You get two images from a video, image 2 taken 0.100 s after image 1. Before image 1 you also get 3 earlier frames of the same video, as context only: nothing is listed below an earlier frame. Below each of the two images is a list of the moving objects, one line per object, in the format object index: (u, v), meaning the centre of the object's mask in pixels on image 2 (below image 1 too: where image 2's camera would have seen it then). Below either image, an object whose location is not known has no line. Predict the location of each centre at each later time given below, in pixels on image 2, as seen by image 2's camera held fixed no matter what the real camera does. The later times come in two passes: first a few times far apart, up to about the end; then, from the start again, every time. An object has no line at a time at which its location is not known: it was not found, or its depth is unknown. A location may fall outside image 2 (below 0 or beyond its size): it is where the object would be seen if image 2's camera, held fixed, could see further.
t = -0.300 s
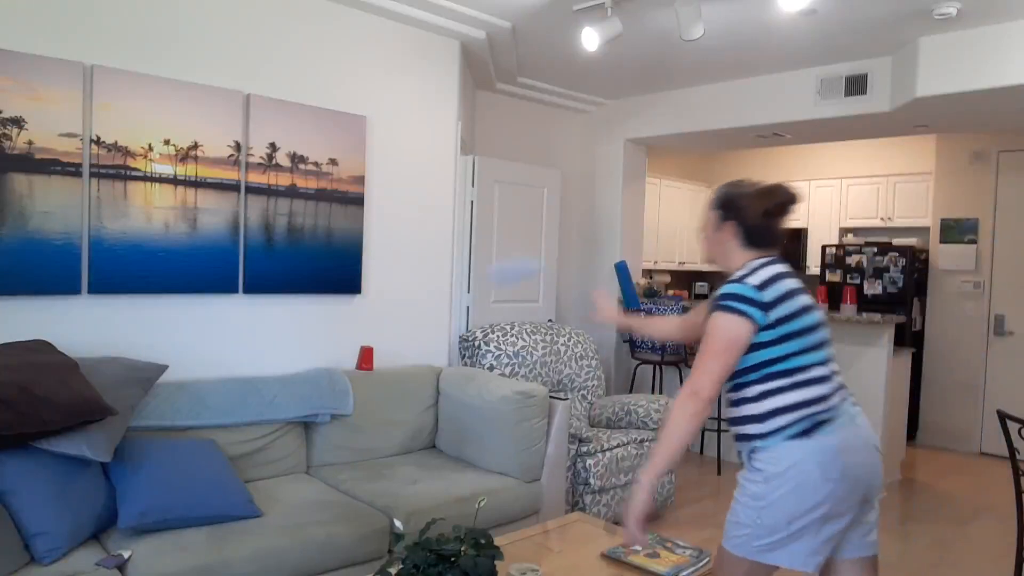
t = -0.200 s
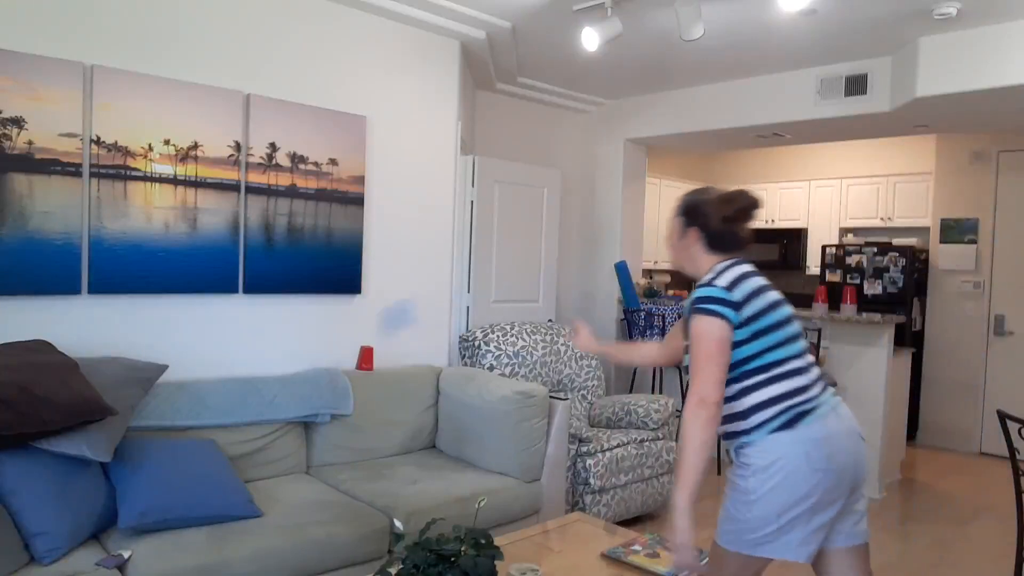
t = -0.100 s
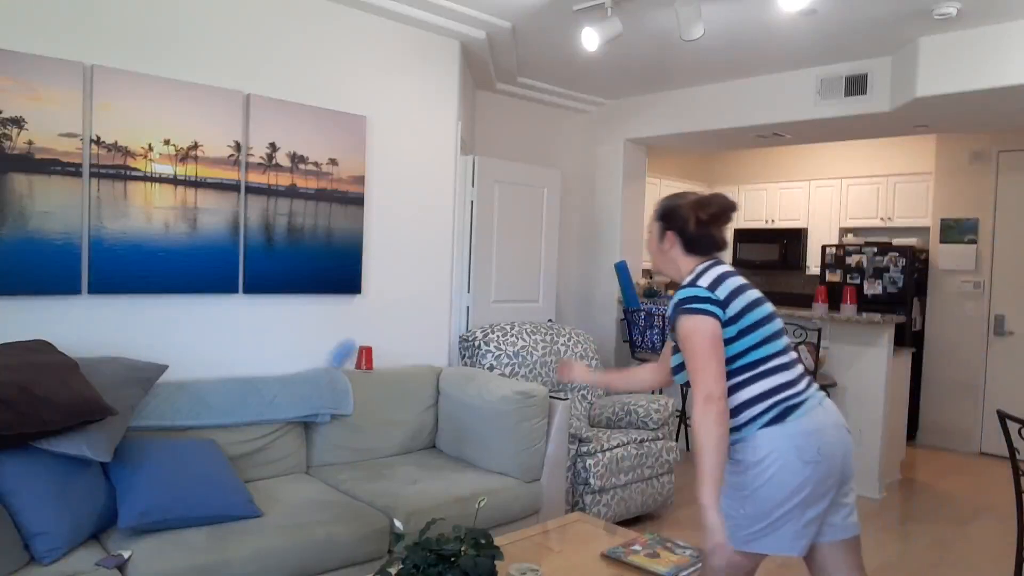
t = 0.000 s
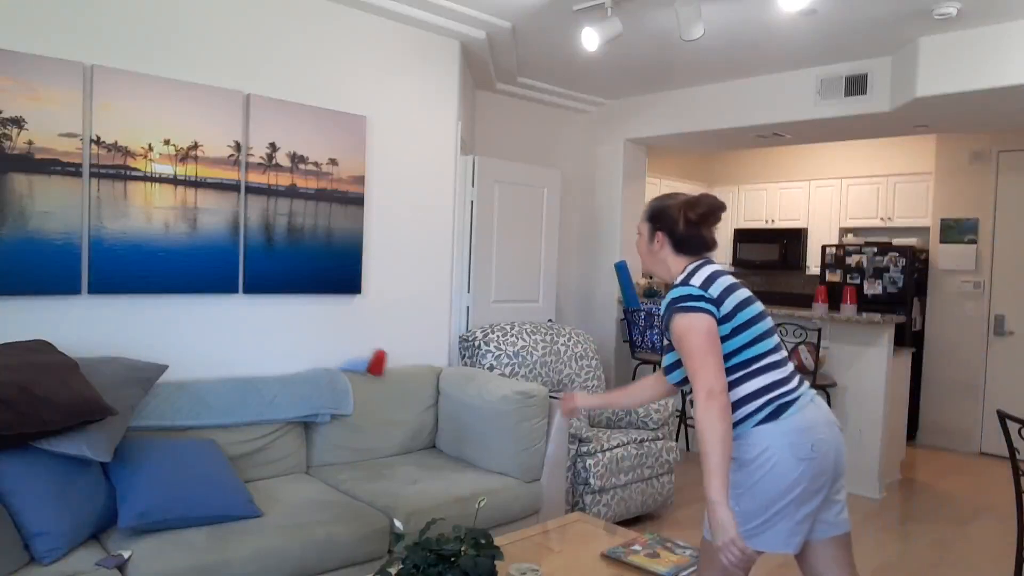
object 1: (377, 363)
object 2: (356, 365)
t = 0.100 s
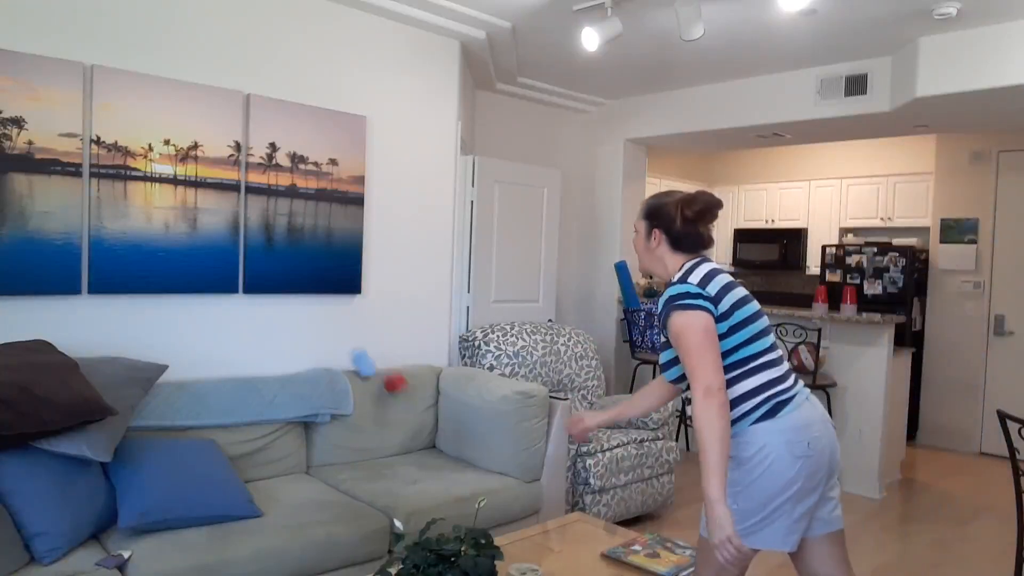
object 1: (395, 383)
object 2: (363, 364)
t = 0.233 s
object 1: (417, 434)
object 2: (377, 378)
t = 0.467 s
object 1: (421, 447)
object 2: (400, 458)
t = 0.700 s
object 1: (440, 459)
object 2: (429, 454)
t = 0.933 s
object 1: (432, 449)
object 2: (443, 457)
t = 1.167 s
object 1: (431, 449)
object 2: (441, 457)
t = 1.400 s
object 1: (431, 450)
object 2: (441, 457)
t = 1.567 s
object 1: (432, 449)
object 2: (442, 457)
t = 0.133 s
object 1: (401, 392)
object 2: (366, 365)
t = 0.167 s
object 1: (406, 404)
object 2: (369, 367)
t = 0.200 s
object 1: (413, 419)
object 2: (373, 371)
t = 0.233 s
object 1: (417, 434)
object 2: (377, 378)
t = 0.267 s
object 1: (423, 450)
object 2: (381, 386)
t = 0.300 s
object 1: (421, 447)
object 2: (384, 395)
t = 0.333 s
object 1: (419, 444)
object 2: (387, 409)
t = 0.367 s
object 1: (417, 444)
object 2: (390, 423)
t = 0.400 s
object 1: (417, 445)
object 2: (392, 438)
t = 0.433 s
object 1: (419, 446)
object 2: (397, 453)
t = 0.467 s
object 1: (421, 447)
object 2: (400, 458)
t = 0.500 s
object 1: (424, 446)
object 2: (411, 452)
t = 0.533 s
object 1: (427, 447)
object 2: (414, 450)
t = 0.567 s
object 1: (429, 448)
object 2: (418, 451)
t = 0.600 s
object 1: (432, 450)
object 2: (422, 452)
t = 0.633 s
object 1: (435, 455)
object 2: (425, 454)
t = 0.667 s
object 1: (438, 458)
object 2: (425, 453)
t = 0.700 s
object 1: (440, 459)
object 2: (429, 454)
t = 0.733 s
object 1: (424, 447)
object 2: (431, 455)
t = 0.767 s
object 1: (427, 448)
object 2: (434, 455)
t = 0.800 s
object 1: (429, 449)
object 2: (438, 458)
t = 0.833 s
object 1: (431, 449)
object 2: (439, 459)
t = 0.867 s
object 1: (431, 449)
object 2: (441, 458)
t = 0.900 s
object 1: (431, 449)
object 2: (442, 457)
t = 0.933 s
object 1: (432, 449)
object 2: (443, 457)
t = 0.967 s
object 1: (432, 449)
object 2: (443, 457)
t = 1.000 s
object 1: (433, 449)
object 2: (443, 457)
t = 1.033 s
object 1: (433, 449)
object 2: (442, 458)
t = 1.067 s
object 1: (433, 449)
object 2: (442, 457)
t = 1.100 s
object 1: (432, 449)
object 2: (441, 456)
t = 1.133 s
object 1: (431, 449)
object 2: (440, 457)
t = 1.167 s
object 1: (431, 449)
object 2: (441, 457)
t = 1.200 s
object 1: (431, 449)
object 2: (441, 457)
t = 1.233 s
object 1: (431, 450)
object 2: (441, 457)
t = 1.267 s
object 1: (431, 450)
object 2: (441, 457)
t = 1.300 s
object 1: (431, 450)
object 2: (441, 457)
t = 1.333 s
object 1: (431, 450)
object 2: (441, 457)
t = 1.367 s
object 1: (431, 450)
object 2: (441, 457)
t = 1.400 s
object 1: (431, 450)
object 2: (441, 457)
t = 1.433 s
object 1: (431, 449)
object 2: (441, 457)
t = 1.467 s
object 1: (432, 449)
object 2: (441, 457)
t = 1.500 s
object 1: (432, 449)
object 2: (442, 457)
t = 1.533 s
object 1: (432, 449)
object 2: (442, 457)
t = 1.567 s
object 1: (432, 449)
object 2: (442, 457)
